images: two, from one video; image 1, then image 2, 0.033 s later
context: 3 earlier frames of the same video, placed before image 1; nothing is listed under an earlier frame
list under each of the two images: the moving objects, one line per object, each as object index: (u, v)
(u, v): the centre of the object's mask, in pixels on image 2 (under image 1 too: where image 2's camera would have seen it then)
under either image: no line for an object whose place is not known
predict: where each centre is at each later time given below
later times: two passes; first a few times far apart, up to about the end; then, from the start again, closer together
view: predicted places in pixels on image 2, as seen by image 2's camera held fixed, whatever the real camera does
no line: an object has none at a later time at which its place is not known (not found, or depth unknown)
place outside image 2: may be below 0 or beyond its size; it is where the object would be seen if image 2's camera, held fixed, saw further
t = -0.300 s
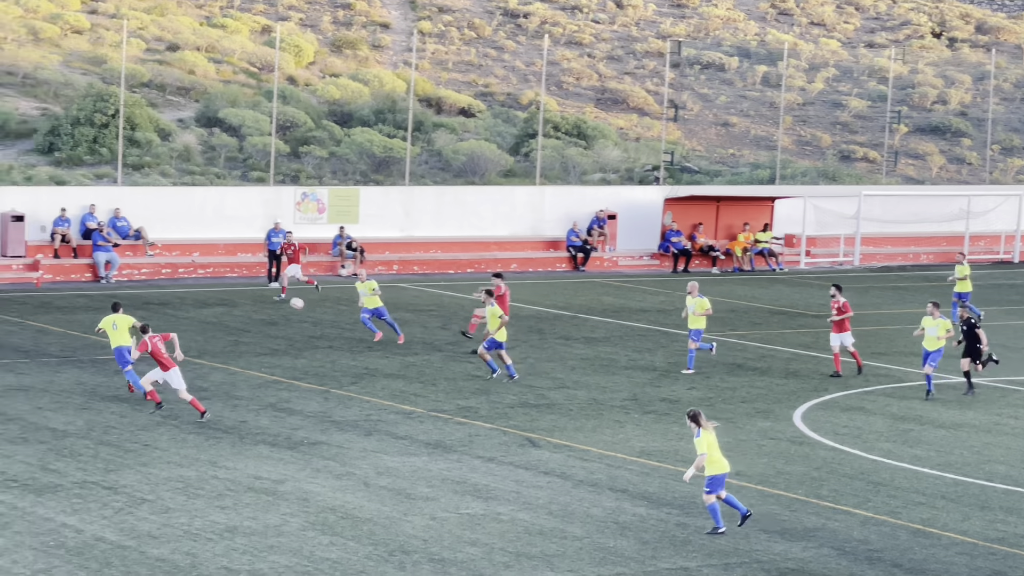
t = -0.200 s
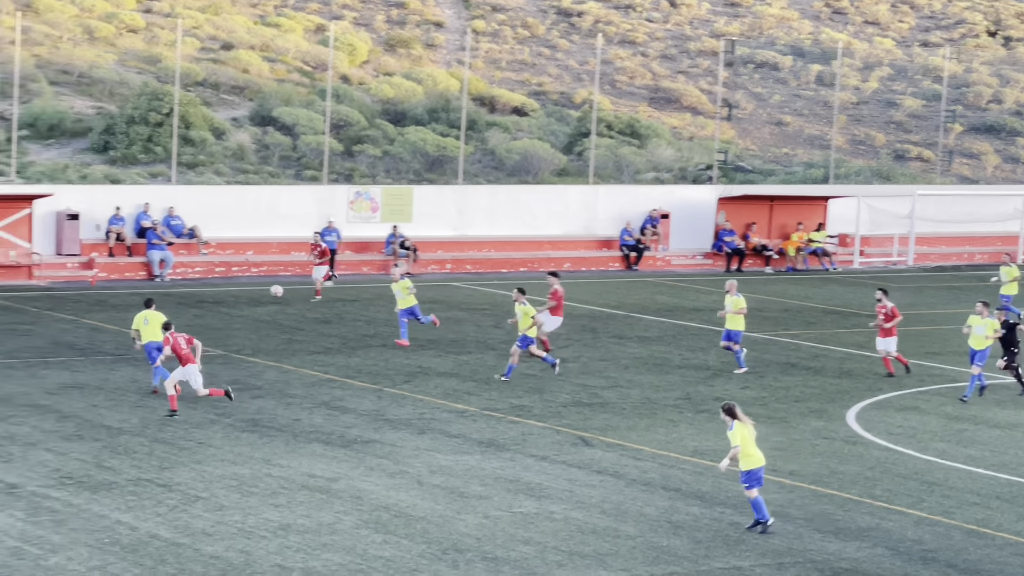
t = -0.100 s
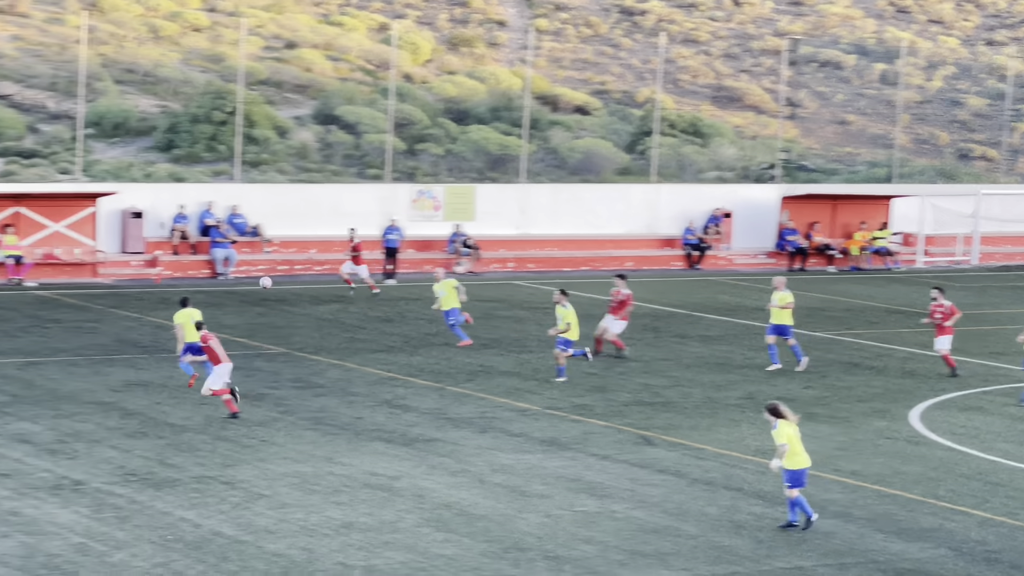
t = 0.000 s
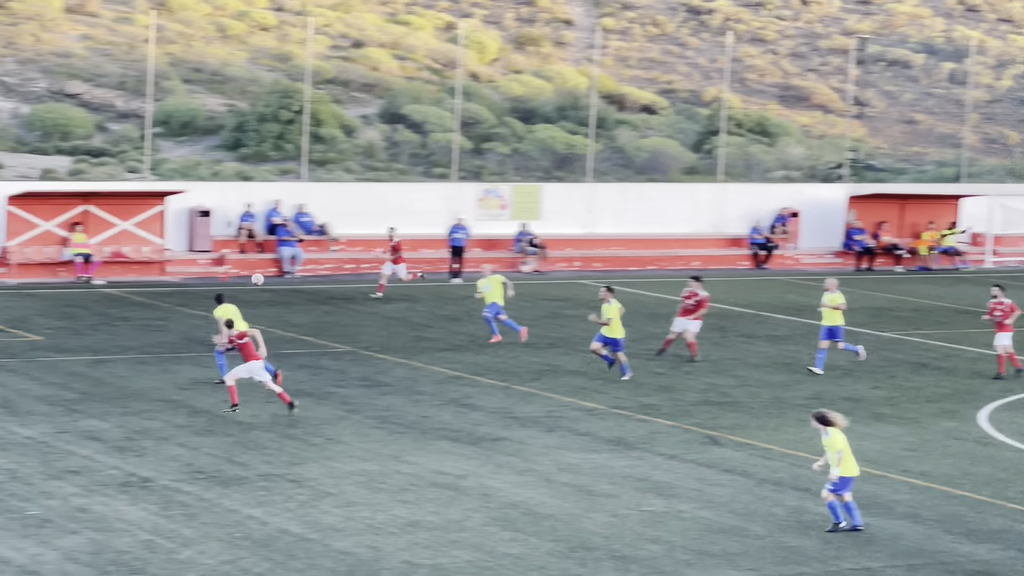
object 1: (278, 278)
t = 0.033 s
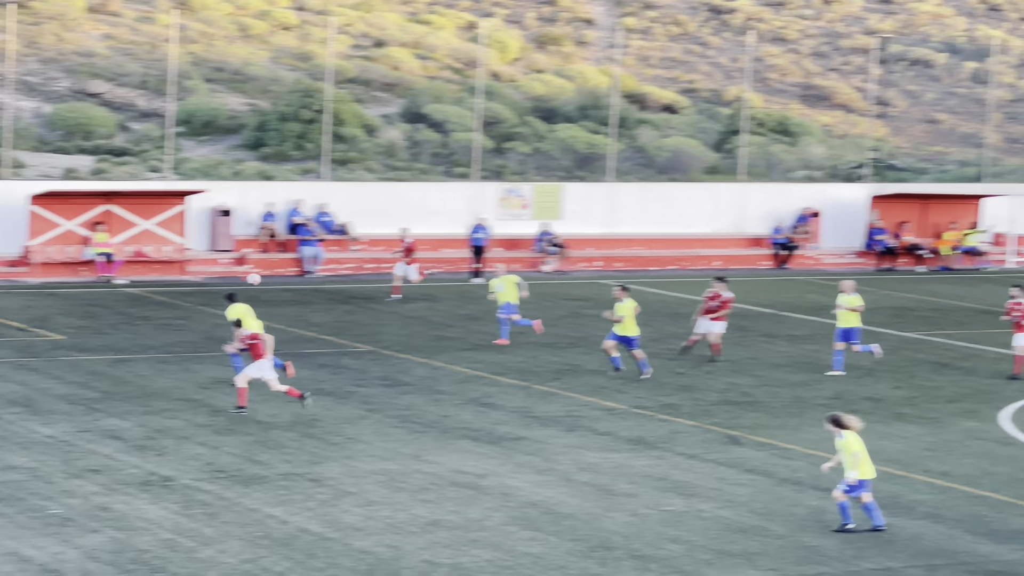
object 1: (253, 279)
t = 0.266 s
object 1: (65, 300)
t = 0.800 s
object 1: (-351, 318)
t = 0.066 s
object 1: (228, 280)
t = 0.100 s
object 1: (201, 281)
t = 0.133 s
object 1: (175, 283)
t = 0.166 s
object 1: (148, 286)
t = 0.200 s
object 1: (121, 290)
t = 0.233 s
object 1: (93, 294)
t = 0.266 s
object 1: (65, 300)
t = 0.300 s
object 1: (37, 306)
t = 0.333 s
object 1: (8, 312)
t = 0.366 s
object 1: (-21, 320)
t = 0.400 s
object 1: (-51, 327)
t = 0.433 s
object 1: (-81, 336)
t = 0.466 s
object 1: (-111, 346)
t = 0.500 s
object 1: (-142, 357)
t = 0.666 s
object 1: (-261, 340)
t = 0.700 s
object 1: (-284, 333)
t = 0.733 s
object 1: (-306, 327)
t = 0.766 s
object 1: (-329, 322)
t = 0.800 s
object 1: (-351, 318)
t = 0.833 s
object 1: (-369, 316)
